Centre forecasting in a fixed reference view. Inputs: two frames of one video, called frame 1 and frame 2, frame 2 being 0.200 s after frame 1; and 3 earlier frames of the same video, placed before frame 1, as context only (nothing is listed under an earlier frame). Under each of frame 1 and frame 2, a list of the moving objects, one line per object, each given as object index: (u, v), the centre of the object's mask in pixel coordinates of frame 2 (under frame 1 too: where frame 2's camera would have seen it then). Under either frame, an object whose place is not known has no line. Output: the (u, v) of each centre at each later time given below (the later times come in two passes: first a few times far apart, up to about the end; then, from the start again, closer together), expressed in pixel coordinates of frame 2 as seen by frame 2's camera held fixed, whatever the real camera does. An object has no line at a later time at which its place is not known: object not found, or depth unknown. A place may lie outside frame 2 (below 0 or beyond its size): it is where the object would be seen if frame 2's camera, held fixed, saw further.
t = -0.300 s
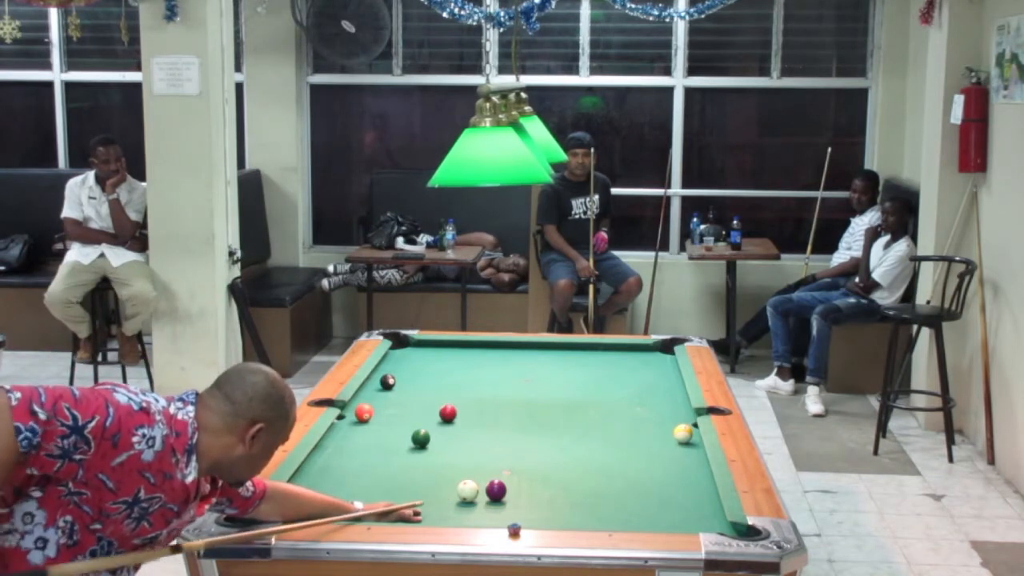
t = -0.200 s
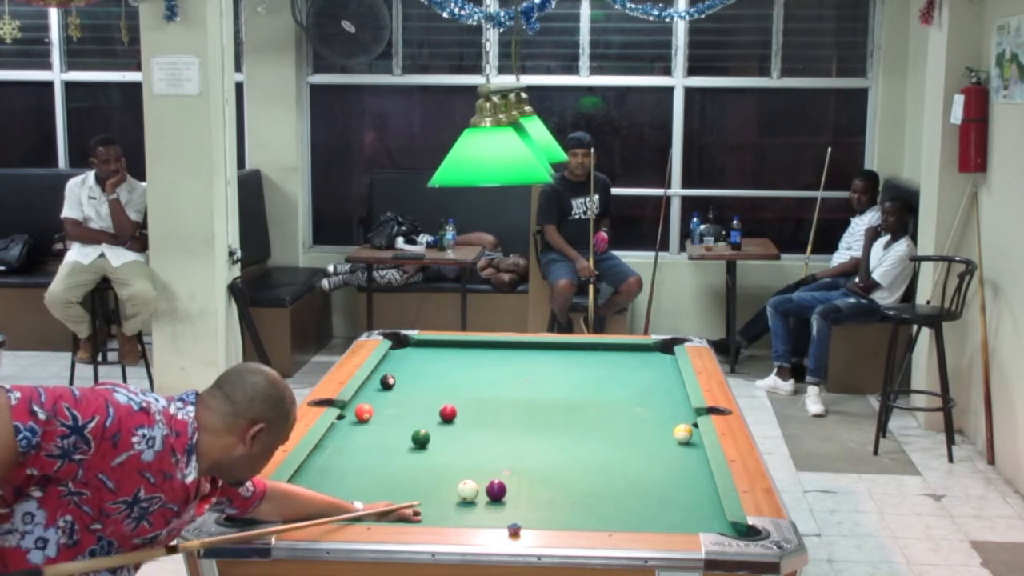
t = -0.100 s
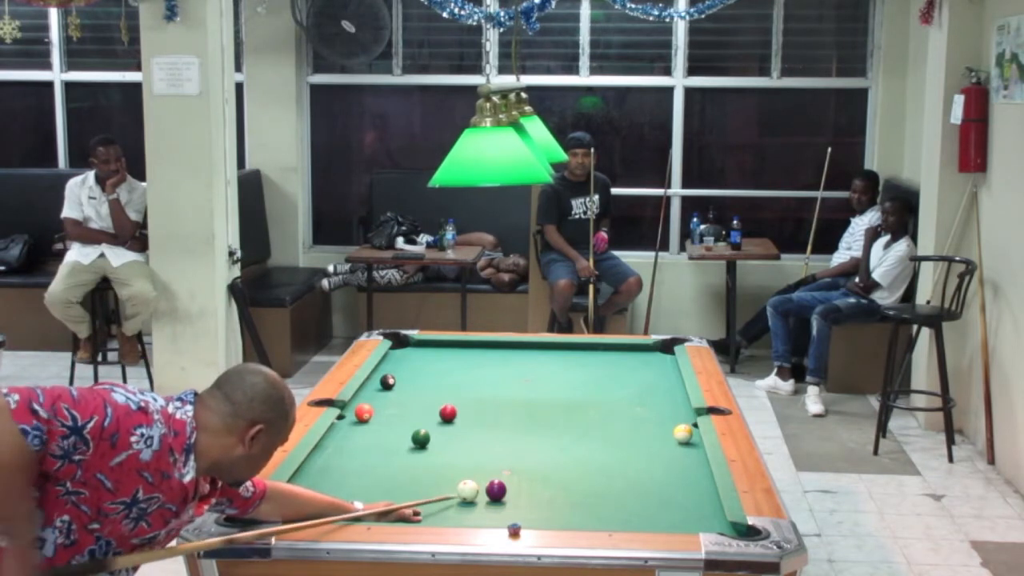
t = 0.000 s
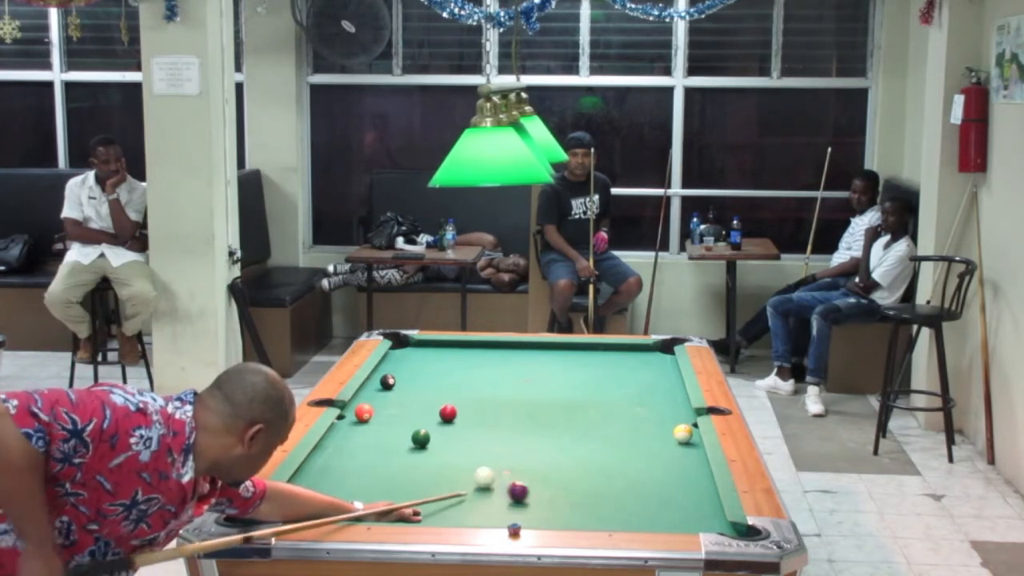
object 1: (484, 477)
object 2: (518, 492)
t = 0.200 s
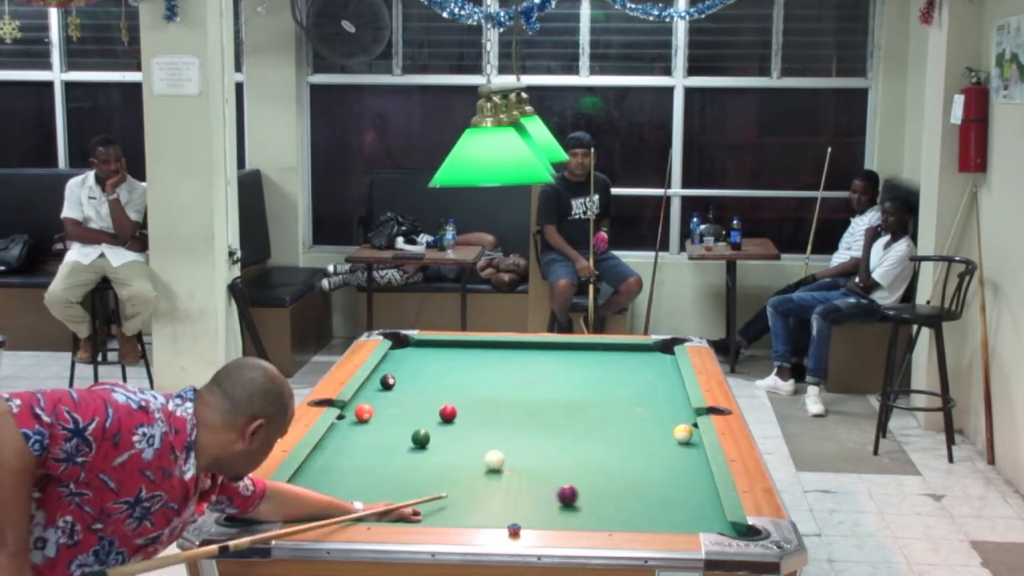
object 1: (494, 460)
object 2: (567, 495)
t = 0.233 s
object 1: (495, 458)
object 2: (575, 496)
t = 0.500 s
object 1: (503, 440)
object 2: (640, 500)
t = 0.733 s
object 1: (509, 426)
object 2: (694, 504)
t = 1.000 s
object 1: (514, 412)
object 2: (685, 505)
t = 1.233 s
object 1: (519, 400)
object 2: (653, 506)
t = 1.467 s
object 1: (523, 390)
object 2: (624, 506)
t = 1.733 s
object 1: (527, 380)
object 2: (592, 506)
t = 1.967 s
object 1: (529, 372)
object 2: (566, 507)
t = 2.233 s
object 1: (533, 364)
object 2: (538, 507)
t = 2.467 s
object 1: (535, 357)
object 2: (515, 507)
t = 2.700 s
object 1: (537, 351)
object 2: (494, 507)
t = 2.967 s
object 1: (538, 345)
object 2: (473, 507)
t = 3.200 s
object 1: (530, 347)
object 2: (455, 507)
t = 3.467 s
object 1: (521, 350)
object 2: (437, 506)
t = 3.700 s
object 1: (513, 353)
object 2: (424, 506)
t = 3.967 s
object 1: (505, 356)
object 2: (410, 505)
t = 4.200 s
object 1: (498, 358)
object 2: (401, 505)
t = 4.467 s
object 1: (491, 361)
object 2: (392, 504)
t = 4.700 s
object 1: (485, 363)
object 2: (385, 503)
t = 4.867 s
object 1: (481, 364)
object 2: (382, 502)
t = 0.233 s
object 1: (495, 458)
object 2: (575, 496)
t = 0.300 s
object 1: (497, 453)
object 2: (591, 497)
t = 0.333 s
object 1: (499, 451)
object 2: (599, 497)
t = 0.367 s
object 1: (499, 448)
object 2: (607, 498)
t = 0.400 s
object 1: (500, 446)
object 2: (616, 498)
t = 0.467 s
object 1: (502, 442)
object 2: (631, 499)
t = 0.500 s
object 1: (503, 440)
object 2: (640, 500)
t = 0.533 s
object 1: (504, 438)
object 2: (647, 501)
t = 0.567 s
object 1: (505, 435)
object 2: (655, 501)
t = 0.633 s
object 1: (506, 432)
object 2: (670, 502)
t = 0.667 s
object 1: (507, 430)
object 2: (678, 503)
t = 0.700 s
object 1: (508, 428)
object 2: (687, 503)
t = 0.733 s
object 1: (509, 426)
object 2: (694, 504)
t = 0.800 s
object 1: (510, 422)
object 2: (710, 505)
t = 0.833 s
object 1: (511, 420)
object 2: (708, 505)
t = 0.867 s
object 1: (512, 419)
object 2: (704, 505)
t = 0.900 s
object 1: (512, 417)
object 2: (699, 505)
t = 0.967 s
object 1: (513, 413)
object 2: (689, 505)
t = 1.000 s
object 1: (514, 412)
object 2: (685, 505)
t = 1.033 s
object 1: (515, 410)
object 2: (680, 505)
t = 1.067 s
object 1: (516, 408)
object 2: (676, 505)
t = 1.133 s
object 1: (517, 405)
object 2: (666, 505)
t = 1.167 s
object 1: (517, 403)
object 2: (662, 506)
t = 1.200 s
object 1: (518, 402)
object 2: (657, 506)
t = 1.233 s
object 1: (519, 400)
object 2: (653, 506)
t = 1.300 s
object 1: (520, 397)
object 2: (644, 506)
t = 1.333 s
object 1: (520, 396)
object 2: (640, 506)
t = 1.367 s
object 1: (521, 394)
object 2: (636, 506)
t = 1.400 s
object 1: (521, 393)
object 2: (632, 506)
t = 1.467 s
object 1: (523, 390)
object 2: (624, 506)
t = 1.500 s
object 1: (523, 389)
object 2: (620, 506)
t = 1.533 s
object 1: (523, 388)
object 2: (615, 506)
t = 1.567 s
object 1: (524, 386)
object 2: (611, 506)
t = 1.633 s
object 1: (525, 384)
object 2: (603, 506)
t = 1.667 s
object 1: (526, 382)
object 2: (600, 506)
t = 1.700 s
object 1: (526, 381)
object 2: (595, 507)
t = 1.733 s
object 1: (527, 380)
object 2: (592, 506)
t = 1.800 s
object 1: (527, 378)
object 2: (584, 506)
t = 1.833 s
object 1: (527, 377)
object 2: (580, 506)
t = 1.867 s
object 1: (528, 375)
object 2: (576, 506)
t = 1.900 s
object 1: (529, 374)
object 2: (573, 507)
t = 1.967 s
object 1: (529, 372)
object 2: (566, 507)
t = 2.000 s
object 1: (530, 371)
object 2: (562, 507)
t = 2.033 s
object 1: (530, 370)
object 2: (559, 507)
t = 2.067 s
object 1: (530, 369)
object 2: (555, 507)
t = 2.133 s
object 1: (532, 367)
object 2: (548, 507)
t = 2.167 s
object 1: (532, 366)
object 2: (545, 507)
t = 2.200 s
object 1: (532, 365)
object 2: (541, 507)
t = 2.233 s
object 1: (533, 364)
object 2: (538, 507)
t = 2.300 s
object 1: (533, 362)
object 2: (531, 507)
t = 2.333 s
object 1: (534, 361)
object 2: (528, 507)
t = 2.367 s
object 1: (534, 360)
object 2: (525, 507)
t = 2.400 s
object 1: (535, 359)
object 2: (522, 507)
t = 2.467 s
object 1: (535, 357)
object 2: (515, 507)
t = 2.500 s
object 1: (536, 356)
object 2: (512, 507)
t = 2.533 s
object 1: (536, 355)
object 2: (509, 507)
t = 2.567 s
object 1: (536, 354)
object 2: (506, 507)
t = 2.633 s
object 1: (536, 353)
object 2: (500, 507)
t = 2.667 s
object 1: (536, 352)
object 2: (497, 507)
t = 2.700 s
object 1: (537, 351)
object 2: (494, 507)
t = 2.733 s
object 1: (537, 350)
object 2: (492, 507)
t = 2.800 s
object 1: (537, 348)
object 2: (486, 507)
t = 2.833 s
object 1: (538, 348)
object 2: (483, 507)
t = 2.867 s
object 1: (538, 347)
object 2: (480, 507)
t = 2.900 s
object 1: (538, 346)
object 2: (478, 507)
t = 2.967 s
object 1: (538, 345)
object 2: (473, 507)
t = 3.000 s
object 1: (537, 345)
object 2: (470, 507)
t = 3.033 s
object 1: (536, 345)
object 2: (467, 507)
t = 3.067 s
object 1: (535, 345)
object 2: (465, 507)
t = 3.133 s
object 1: (533, 346)
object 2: (460, 507)
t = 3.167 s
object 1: (532, 347)
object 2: (457, 507)
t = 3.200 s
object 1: (530, 347)
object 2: (455, 507)
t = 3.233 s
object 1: (529, 347)
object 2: (453, 507)
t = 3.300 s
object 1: (527, 348)
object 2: (448, 507)
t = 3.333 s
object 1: (526, 349)
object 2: (446, 506)
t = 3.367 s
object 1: (524, 349)
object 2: (443, 506)
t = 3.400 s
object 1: (523, 349)
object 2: (441, 506)
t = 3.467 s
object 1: (521, 350)
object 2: (437, 506)
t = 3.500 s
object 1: (520, 351)
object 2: (435, 506)
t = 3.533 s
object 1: (519, 351)
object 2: (434, 506)
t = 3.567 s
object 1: (517, 351)
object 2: (431, 506)
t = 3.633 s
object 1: (515, 352)
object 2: (428, 506)
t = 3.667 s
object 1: (514, 352)
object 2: (426, 506)
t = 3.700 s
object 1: (513, 353)
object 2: (424, 506)
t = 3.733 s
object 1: (512, 353)
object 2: (422, 506)
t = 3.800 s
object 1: (510, 354)
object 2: (419, 506)
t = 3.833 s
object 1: (509, 354)
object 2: (417, 506)
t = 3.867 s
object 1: (508, 355)
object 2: (415, 506)
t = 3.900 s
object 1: (507, 355)
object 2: (413, 505)
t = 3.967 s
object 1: (505, 356)
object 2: (410, 505)
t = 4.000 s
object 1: (504, 356)
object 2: (409, 505)
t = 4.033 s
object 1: (503, 356)
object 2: (407, 505)
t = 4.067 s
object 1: (502, 357)
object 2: (406, 505)
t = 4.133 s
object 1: (500, 357)
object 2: (403, 505)
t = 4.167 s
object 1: (499, 358)
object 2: (402, 505)
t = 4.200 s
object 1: (498, 358)
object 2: (401, 505)
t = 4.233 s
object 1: (497, 358)
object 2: (400, 505)
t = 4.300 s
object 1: (495, 359)
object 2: (398, 504)
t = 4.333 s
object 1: (494, 359)
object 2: (396, 504)
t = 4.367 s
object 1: (493, 360)
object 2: (395, 504)
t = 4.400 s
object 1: (493, 360)
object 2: (394, 504)
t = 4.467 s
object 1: (491, 361)
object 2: (392, 504)
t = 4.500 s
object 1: (490, 361)
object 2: (390, 504)
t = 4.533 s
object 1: (489, 361)
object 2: (390, 504)
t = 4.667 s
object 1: (486, 362)
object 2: (386, 503)
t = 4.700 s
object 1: (485, 363)
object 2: (385, 503)
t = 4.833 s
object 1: (482, 364)
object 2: (382, 503)
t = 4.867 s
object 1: (481, 364)
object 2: (382, 502)
